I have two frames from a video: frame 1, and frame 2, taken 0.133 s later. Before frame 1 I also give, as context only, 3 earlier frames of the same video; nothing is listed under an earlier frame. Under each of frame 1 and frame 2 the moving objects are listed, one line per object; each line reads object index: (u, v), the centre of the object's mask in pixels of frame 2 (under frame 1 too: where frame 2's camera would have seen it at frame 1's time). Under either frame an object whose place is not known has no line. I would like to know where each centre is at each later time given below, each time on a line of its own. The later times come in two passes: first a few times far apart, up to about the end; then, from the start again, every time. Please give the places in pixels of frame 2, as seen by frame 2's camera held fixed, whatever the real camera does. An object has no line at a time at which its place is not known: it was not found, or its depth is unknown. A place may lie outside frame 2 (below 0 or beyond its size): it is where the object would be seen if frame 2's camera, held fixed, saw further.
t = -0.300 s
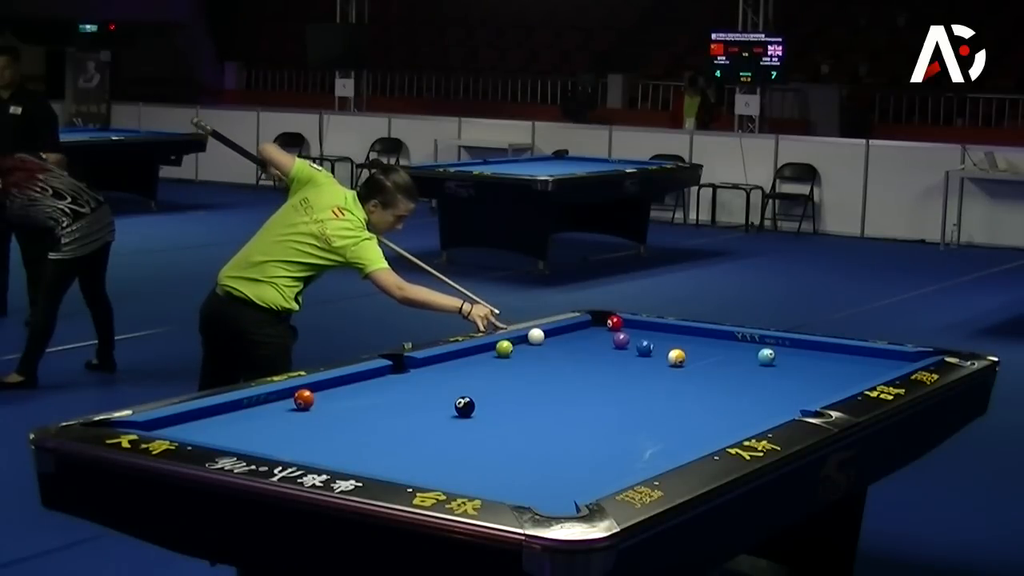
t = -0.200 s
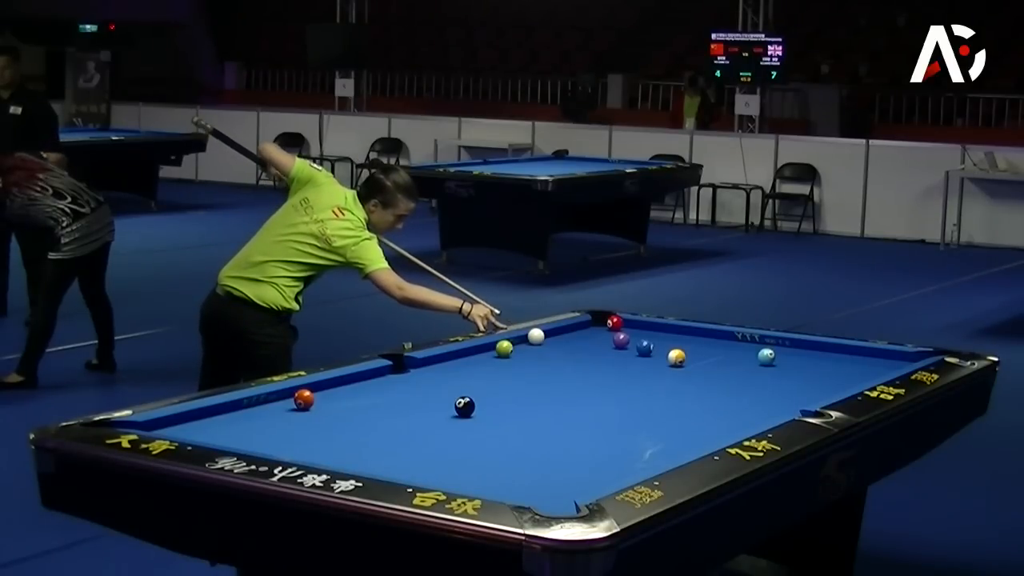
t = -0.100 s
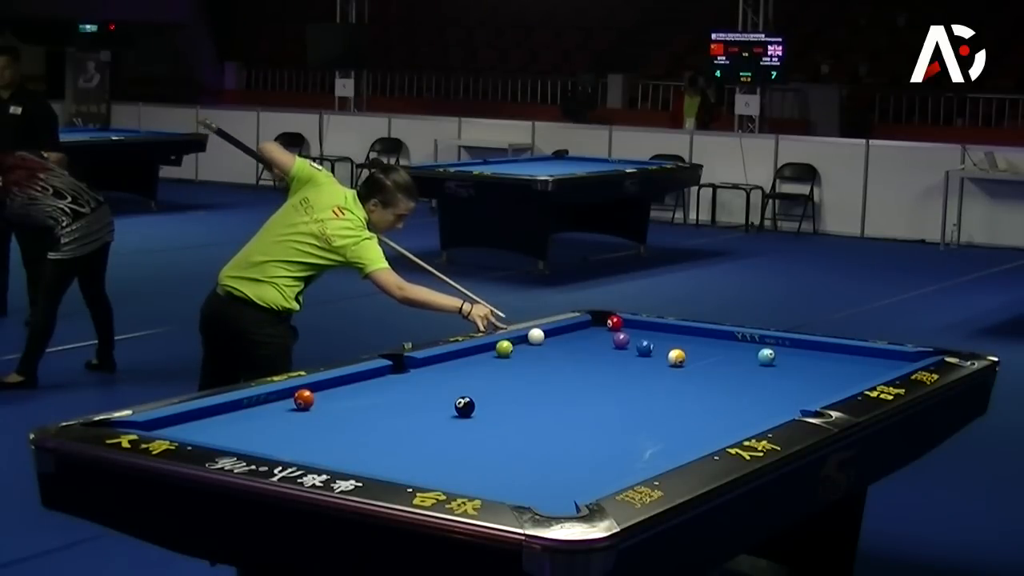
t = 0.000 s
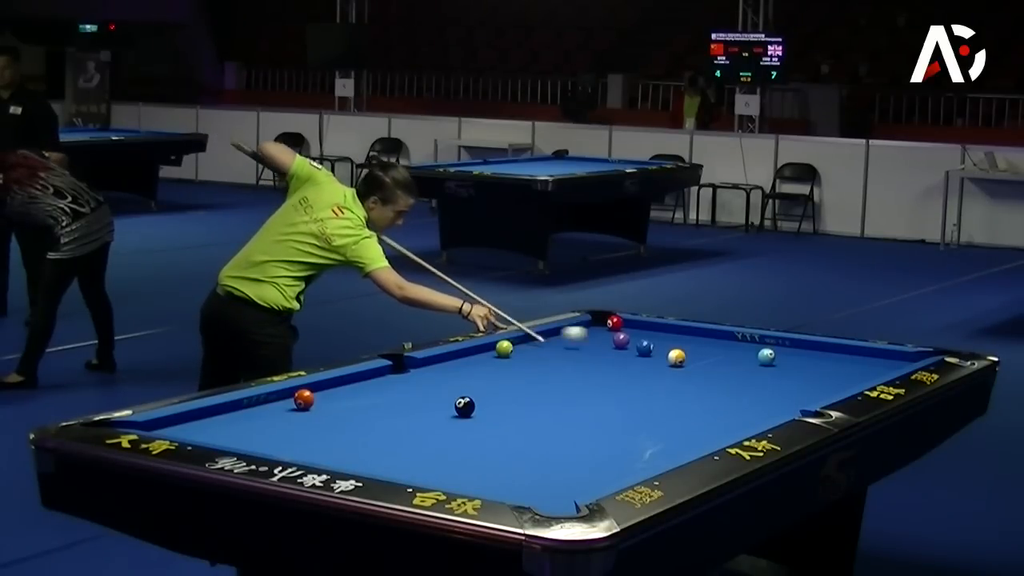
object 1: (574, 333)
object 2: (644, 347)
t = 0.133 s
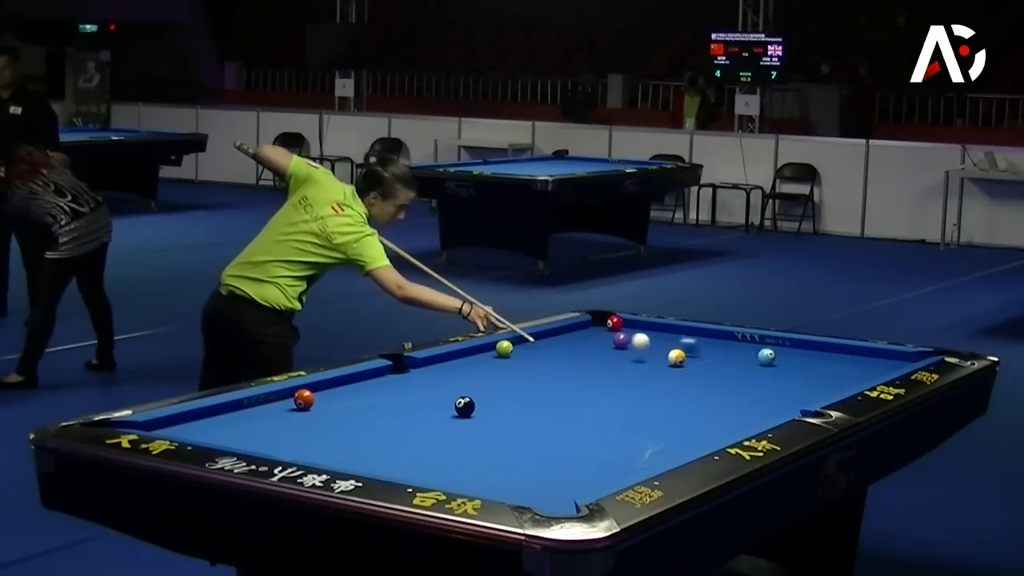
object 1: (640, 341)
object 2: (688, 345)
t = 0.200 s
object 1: (651, 355)
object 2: (732, 349)
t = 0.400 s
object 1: (690, 375)
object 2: (843, 353)
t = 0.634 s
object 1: (740, 395)
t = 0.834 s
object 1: (786, 411)
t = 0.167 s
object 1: (646, 346)
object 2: (712, 348)
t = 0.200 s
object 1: (651, 355)
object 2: (732, 349)
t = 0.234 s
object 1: (657, 358)
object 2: (750, 350)
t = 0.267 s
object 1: (663, 360)
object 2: (774, 349)
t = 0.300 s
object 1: (669, 366)
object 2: (790, 352)
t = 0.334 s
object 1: (676, 369)
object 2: (808, 351)
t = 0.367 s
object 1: (683, 372)
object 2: (827, 352)
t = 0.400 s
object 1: (690, 375)
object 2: (843, 353)
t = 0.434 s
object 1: (696, 377)
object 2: (859, 354)
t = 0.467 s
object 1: (703, 380)
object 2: (875, 353)
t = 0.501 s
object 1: (710, 383)
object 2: (890, 354)
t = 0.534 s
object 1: (717, 386)
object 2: (906, 355)
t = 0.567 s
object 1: (725, 389)
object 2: (924, 352)
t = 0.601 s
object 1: (732, 392)
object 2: (936, 354)
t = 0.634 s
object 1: (740, 395)
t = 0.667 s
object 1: (747, 398)
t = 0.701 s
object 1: (755, 402)
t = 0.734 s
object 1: (763, 405)
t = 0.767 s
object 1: (770, 408)
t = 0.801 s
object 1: (778, 408)
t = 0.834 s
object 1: (786, 411)
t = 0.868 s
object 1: (794, 413)
